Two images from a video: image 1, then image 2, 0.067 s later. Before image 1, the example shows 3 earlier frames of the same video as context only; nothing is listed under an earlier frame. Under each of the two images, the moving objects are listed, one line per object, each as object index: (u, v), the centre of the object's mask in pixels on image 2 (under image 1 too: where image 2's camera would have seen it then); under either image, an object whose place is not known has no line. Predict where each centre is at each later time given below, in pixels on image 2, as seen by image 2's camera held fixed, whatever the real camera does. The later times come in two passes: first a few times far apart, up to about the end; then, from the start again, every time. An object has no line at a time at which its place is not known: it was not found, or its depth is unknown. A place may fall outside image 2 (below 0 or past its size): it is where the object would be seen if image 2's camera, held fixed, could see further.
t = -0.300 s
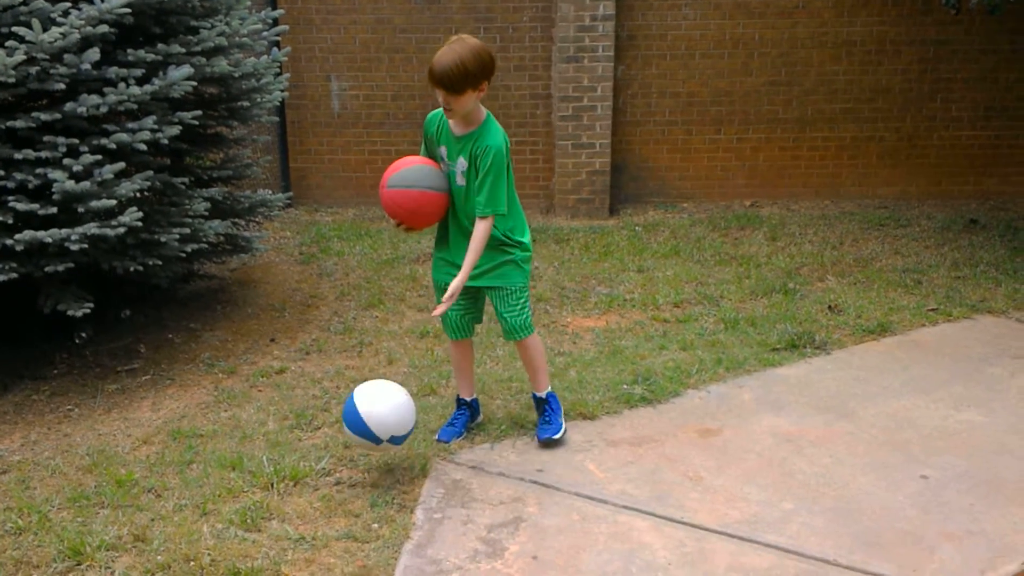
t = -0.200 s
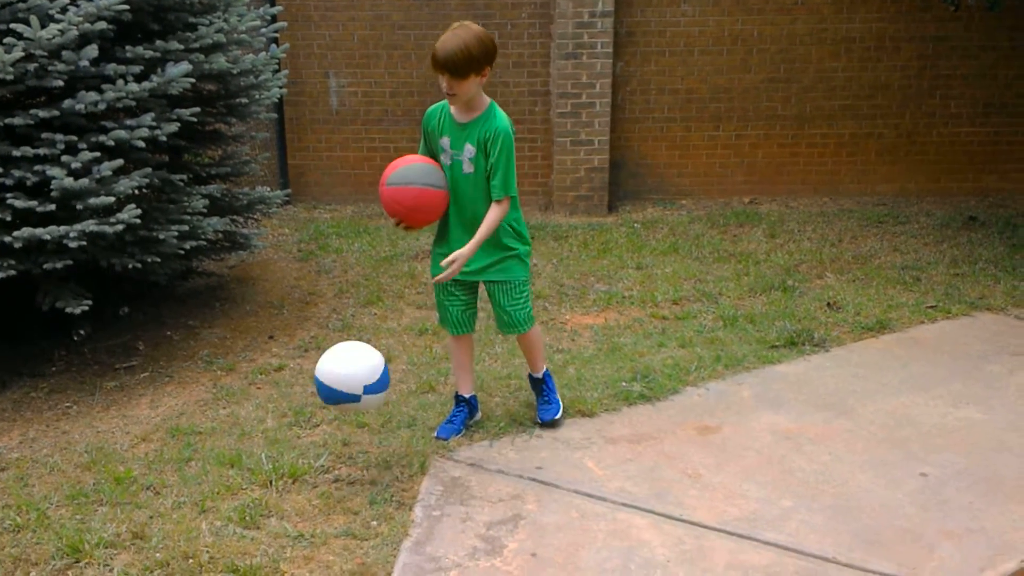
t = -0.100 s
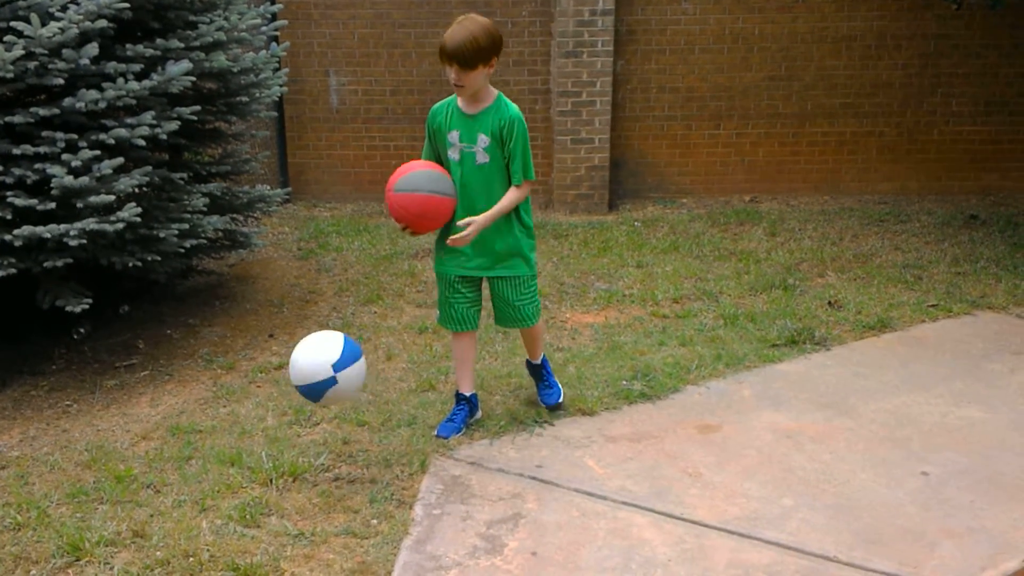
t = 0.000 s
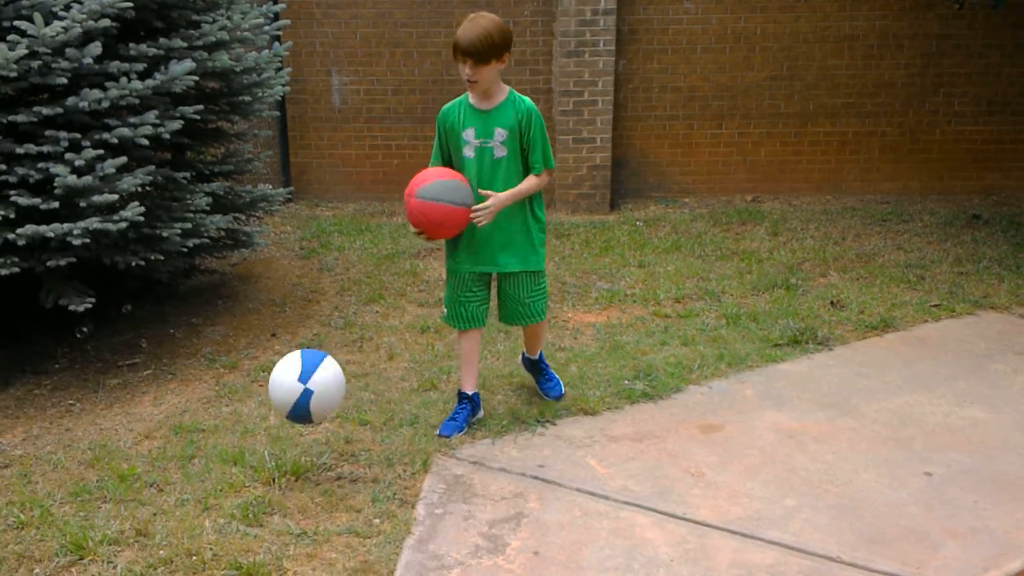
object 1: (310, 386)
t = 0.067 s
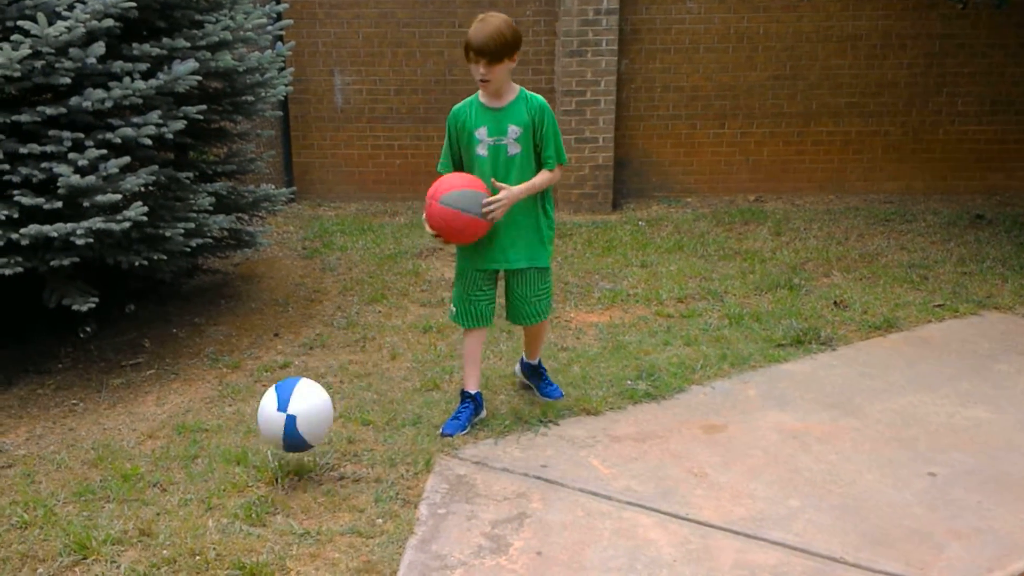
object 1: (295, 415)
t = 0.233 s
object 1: (249, 442)
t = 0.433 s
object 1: (189, 465)
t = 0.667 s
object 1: (136, 474)
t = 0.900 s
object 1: (95, 480)
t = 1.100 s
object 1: (69, 481)
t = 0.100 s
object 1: (288, 433)
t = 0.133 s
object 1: (282, 453)
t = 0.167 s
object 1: (271, 447)
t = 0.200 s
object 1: (259, 443)
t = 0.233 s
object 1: (249, 442)
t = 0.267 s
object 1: (238, 443)
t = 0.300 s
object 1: (228, 449)
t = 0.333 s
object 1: (217, 458)
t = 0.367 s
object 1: (207, 468)
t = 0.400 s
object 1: (198, 467)
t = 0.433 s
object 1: (189, 465)
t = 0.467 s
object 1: (181, 466)
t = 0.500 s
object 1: (172, 469)
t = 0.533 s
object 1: (164, 472)
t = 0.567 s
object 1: (156, 472)
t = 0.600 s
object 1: (149, 471)
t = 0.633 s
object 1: (143, 472)
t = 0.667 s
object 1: (136, 474)
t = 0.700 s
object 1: (129, 475)
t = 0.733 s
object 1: (123, 477)
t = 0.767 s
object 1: (117, 478)
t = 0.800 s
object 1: (111, 478)
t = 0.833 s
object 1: (106, 478)
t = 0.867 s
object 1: (100, 479)
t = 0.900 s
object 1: (95, 480)
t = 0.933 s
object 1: (90, 480)
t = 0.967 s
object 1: (85, 480)
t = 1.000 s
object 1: (81, 480)
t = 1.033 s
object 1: (77, 481)
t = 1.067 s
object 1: (73, 481)
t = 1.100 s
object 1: (69, 481)
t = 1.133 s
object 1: (65, 481)
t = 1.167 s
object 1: (62, 481)
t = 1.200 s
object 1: (59, 481)
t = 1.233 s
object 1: (57, 481)
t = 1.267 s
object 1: (55, 481)
